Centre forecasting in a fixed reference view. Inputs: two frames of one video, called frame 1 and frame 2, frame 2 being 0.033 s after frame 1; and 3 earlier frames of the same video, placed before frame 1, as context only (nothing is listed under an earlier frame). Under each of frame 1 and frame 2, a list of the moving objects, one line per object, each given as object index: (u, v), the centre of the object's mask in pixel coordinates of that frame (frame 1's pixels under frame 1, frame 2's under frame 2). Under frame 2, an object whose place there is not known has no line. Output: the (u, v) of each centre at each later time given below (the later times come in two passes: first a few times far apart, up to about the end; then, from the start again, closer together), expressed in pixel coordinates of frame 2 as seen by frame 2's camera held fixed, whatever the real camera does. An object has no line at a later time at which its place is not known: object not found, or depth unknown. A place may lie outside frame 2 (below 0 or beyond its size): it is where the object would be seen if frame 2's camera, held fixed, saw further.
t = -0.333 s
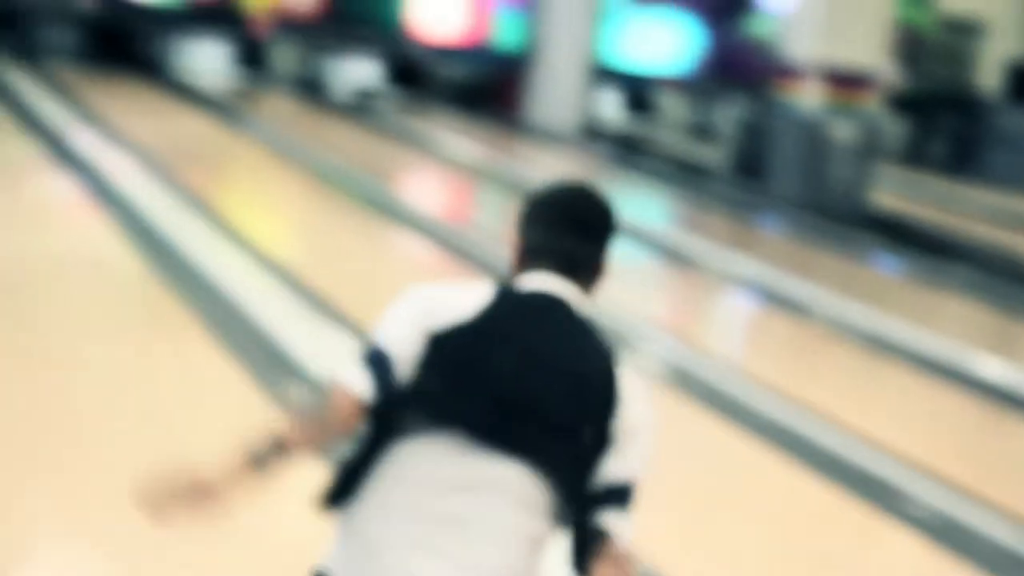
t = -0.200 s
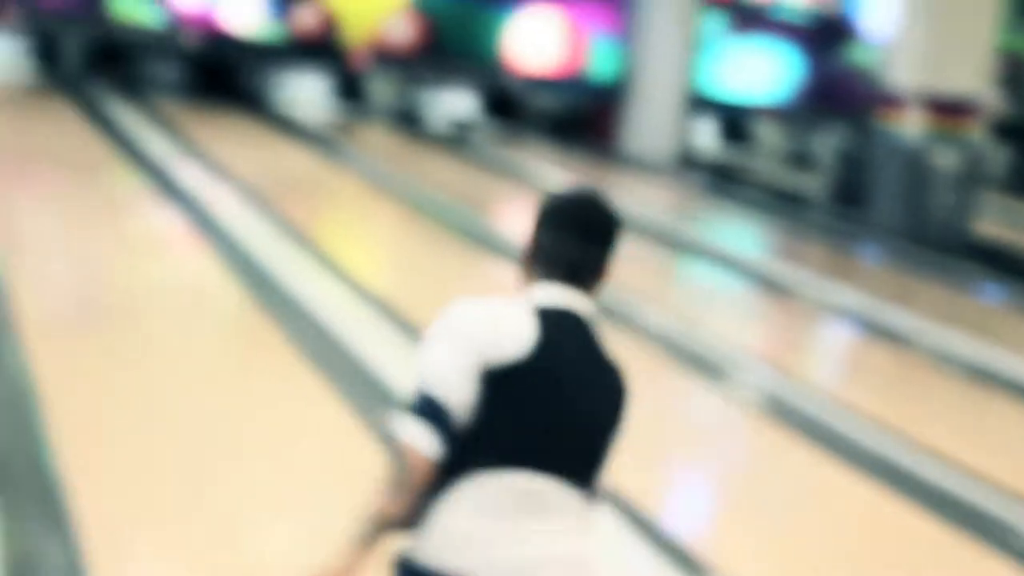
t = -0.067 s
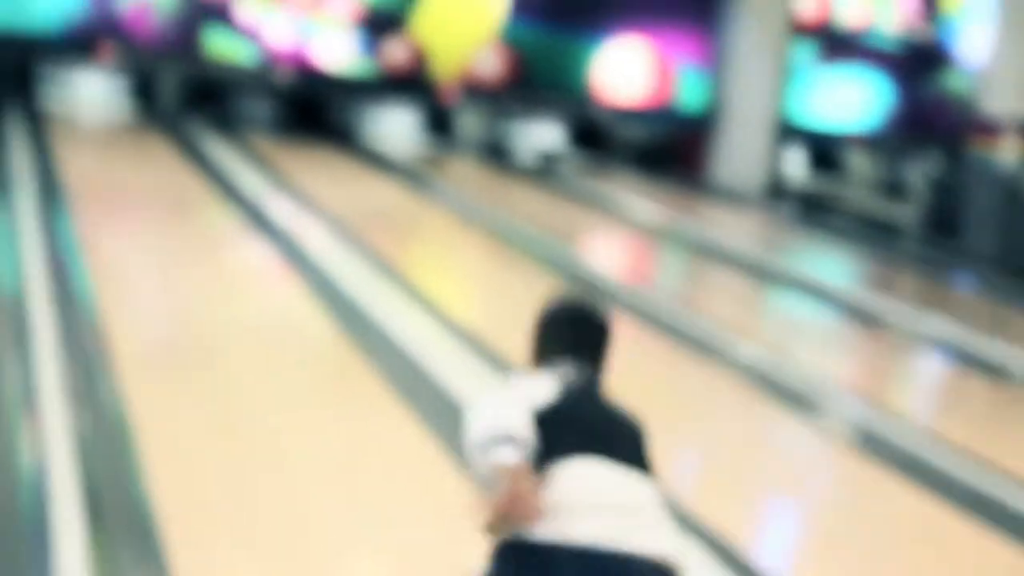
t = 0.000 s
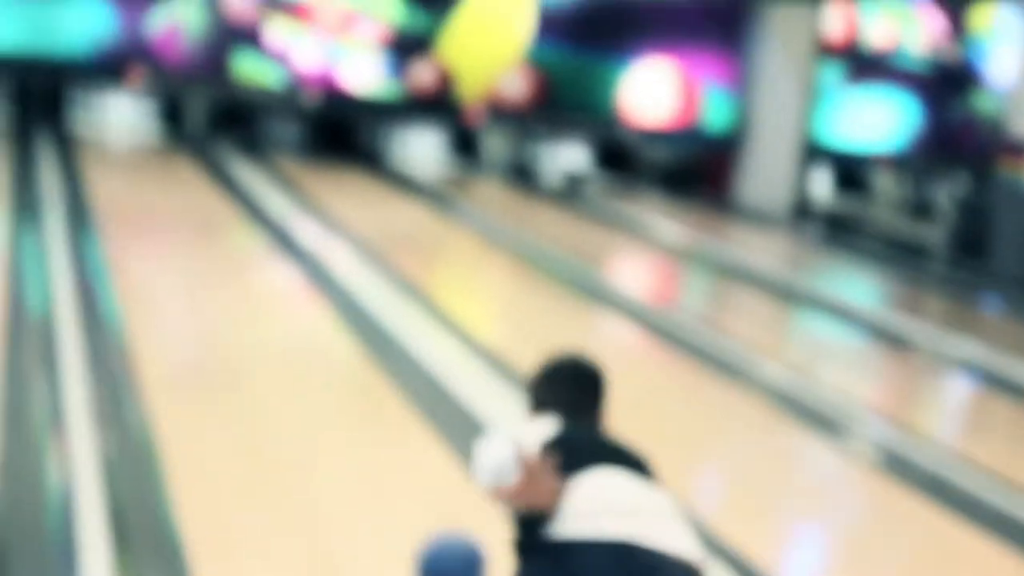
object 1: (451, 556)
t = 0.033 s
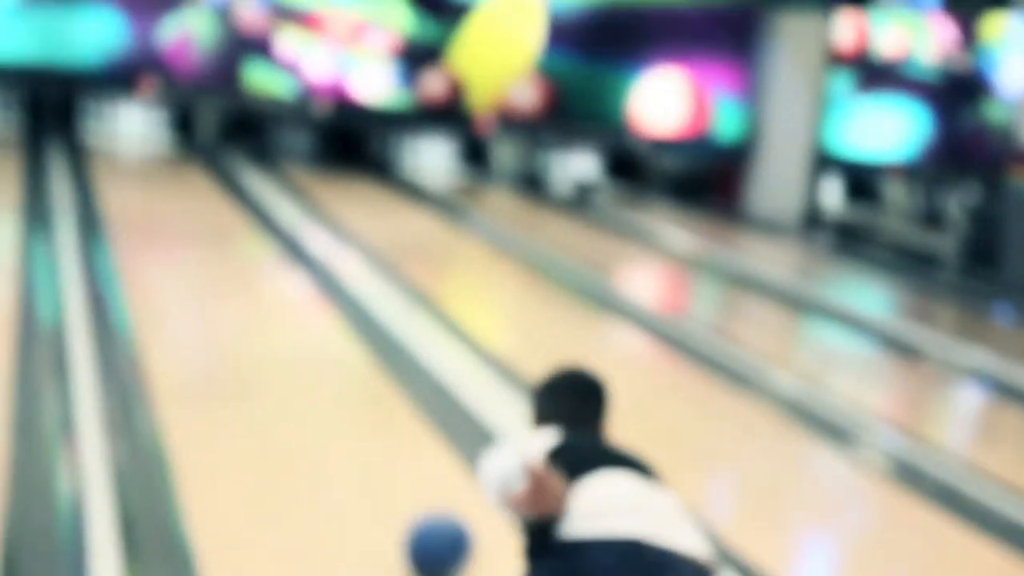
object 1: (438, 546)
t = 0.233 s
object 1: (341, 416)
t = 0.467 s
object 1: (270, 324)
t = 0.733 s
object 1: (216, 257)
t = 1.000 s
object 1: (180, 212)
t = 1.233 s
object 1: (156, 182)
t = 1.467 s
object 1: (138, 158)
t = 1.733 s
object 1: (120, 137)
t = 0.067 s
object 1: (418, 521)
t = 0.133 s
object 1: (383, 473)
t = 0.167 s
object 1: (368, 452)
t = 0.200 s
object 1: (354, 433)
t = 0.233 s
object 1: (341, 416)
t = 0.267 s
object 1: (329, 398)
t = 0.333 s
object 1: (307, 370)
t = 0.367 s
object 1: (296, 358)
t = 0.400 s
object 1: (286, 347)
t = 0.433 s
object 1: (278, 335)
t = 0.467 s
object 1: (270, 324)
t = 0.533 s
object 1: (254, 305)
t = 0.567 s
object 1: (247, 295)
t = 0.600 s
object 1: (240, 286)
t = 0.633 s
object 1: (235, 278)
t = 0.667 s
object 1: (228, 271)
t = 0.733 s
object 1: (216, 257)
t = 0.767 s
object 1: (211, 250)
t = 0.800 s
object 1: (206, 243)
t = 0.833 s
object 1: (201, 237)
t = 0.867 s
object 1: (197, 231)
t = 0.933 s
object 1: (188, 222)
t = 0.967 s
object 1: (184, 217)
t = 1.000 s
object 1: (180, 212)
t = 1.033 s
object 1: (176, 207)
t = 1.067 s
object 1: (173, 202)
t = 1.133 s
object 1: (166, 194)
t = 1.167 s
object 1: (163, 189)
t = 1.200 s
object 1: (160, 186)
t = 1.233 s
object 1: (156, 182)
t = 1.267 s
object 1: (153, 178)
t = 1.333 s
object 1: (147, 171)
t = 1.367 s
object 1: (145, 168)
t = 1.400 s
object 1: (142, 165)
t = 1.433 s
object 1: (140, 162)
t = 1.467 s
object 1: (138, 158)
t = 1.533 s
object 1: (133, 154)
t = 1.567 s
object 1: (131, 151)
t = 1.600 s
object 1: (129, 148)
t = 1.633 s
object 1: (126, 145)
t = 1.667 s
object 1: (123, 142)
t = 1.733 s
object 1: (120, 137)
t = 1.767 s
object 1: (118, 134)
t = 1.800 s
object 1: (116, 133)
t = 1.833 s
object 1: (115, 132)
